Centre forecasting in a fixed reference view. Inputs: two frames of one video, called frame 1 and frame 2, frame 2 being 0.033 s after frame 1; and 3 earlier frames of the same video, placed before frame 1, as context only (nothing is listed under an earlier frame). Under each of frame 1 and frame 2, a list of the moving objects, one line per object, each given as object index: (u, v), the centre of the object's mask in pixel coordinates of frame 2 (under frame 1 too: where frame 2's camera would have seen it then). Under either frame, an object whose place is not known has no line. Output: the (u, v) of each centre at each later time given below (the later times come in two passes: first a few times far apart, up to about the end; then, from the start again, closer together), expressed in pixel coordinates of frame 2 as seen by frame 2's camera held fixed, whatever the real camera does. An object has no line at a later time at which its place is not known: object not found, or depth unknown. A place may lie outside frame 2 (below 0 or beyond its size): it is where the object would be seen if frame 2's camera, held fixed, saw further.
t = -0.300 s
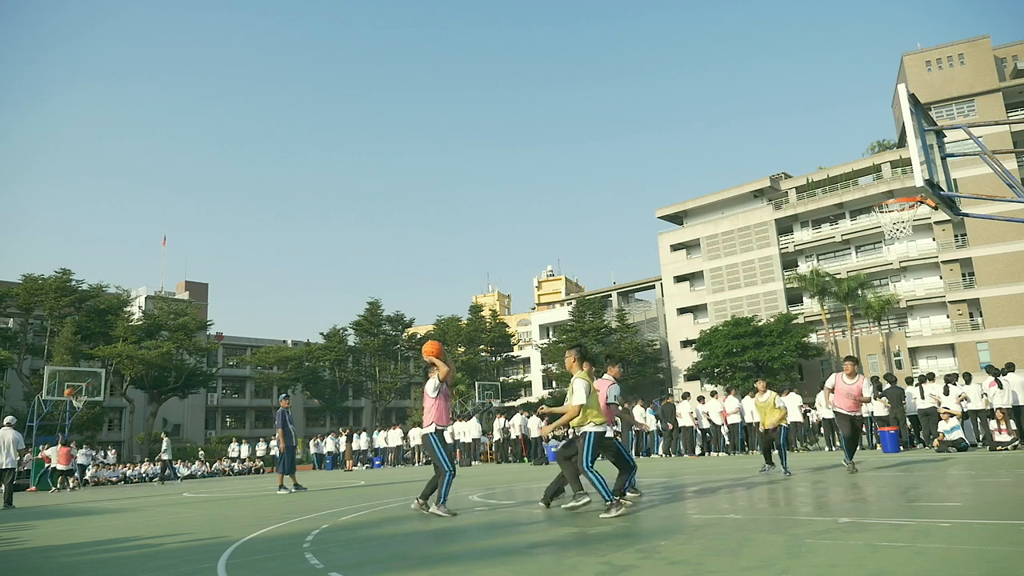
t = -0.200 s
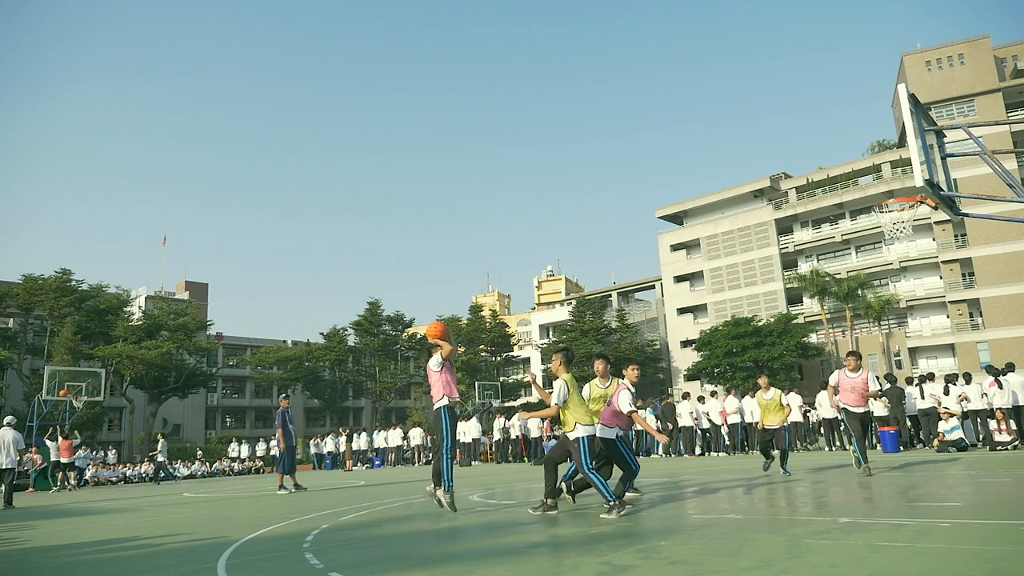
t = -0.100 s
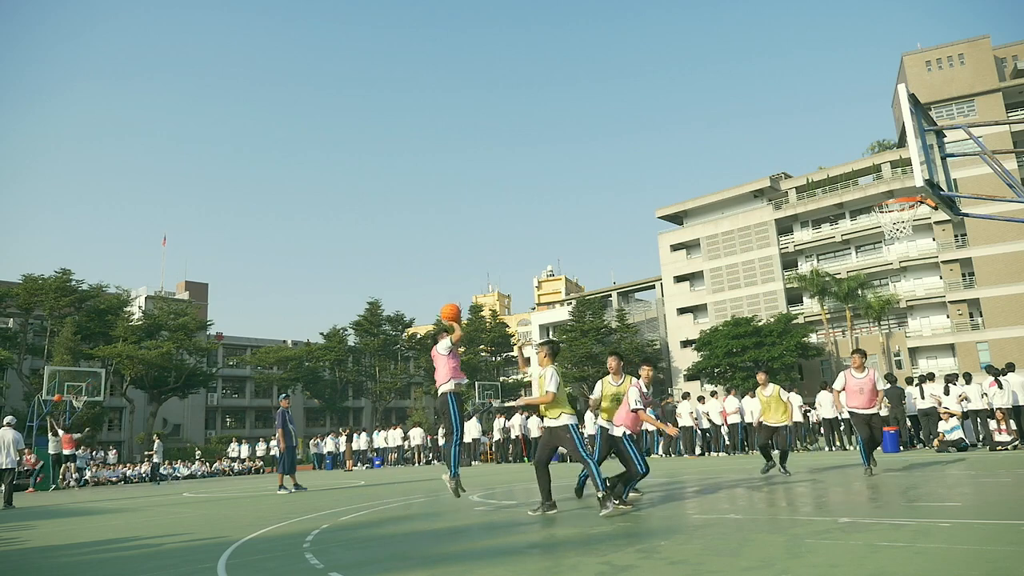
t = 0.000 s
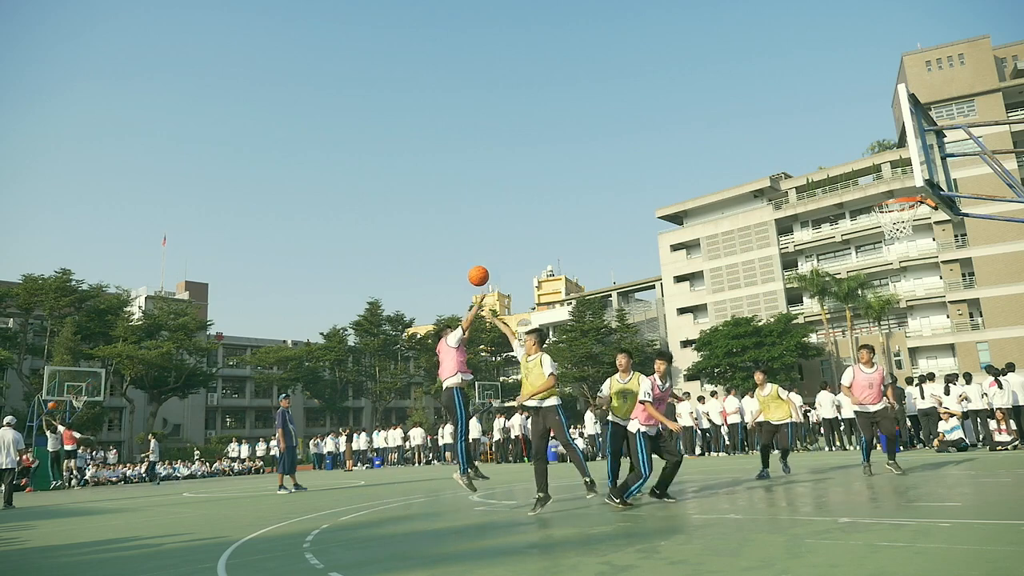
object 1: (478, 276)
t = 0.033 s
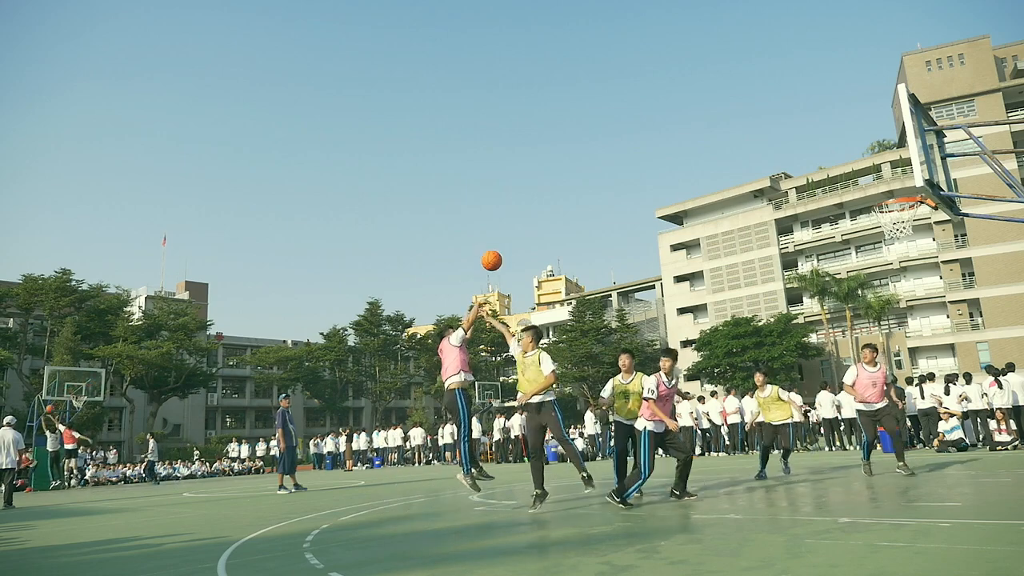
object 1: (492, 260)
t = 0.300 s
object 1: (596, 175)
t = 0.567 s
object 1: (702, 149)
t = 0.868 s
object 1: (829, 188)
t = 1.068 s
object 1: (825, 254)
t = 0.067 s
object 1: (505, 246)
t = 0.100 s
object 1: (518, 233)
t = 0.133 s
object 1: (531, 221)
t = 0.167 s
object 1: (544, 210)
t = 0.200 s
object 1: (557, 200)
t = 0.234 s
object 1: (570, 190)
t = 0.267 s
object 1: (583, 182)
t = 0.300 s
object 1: (596, 175)
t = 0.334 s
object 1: (609, 168)
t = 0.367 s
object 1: (622, 163)
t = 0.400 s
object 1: (635, 158)
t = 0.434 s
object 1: (648, 154)
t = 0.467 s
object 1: (662, 152)
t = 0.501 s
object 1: (675, 150)
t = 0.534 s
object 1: (688, 149)
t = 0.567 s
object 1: (702, 149)
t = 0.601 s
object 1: (715, 150)
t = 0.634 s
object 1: (729, 151)
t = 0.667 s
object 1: (743, 154)
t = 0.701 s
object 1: (757, 157)
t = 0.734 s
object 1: (771, 162)
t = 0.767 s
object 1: (785, 167)
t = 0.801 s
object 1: (800, 173)
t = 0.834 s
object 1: (814, 180)
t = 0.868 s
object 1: (829, 188)
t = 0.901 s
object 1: (843, 198)
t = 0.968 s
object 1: (857, 218)
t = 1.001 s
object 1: (846, 229)
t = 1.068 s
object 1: (825, 254)
